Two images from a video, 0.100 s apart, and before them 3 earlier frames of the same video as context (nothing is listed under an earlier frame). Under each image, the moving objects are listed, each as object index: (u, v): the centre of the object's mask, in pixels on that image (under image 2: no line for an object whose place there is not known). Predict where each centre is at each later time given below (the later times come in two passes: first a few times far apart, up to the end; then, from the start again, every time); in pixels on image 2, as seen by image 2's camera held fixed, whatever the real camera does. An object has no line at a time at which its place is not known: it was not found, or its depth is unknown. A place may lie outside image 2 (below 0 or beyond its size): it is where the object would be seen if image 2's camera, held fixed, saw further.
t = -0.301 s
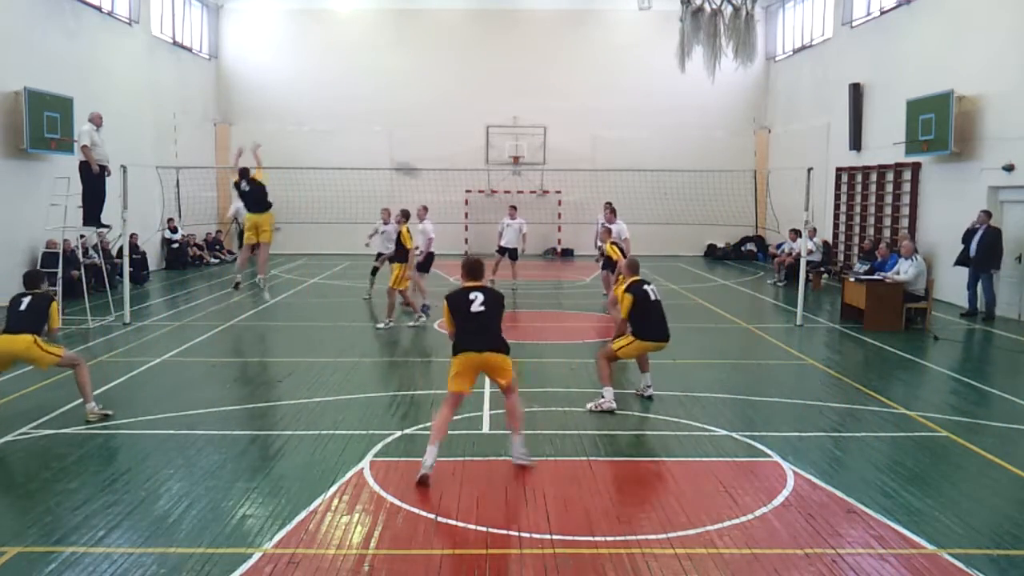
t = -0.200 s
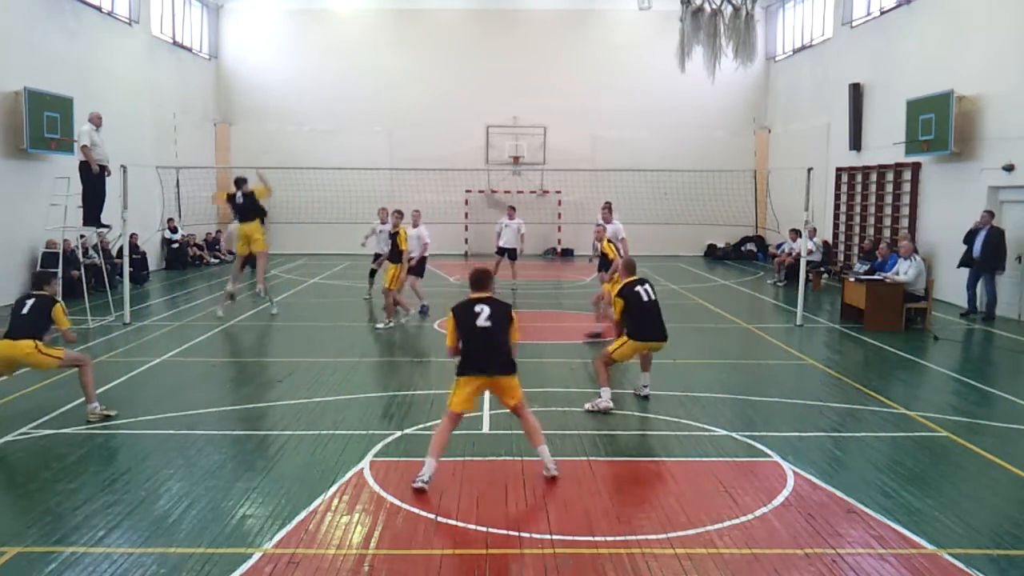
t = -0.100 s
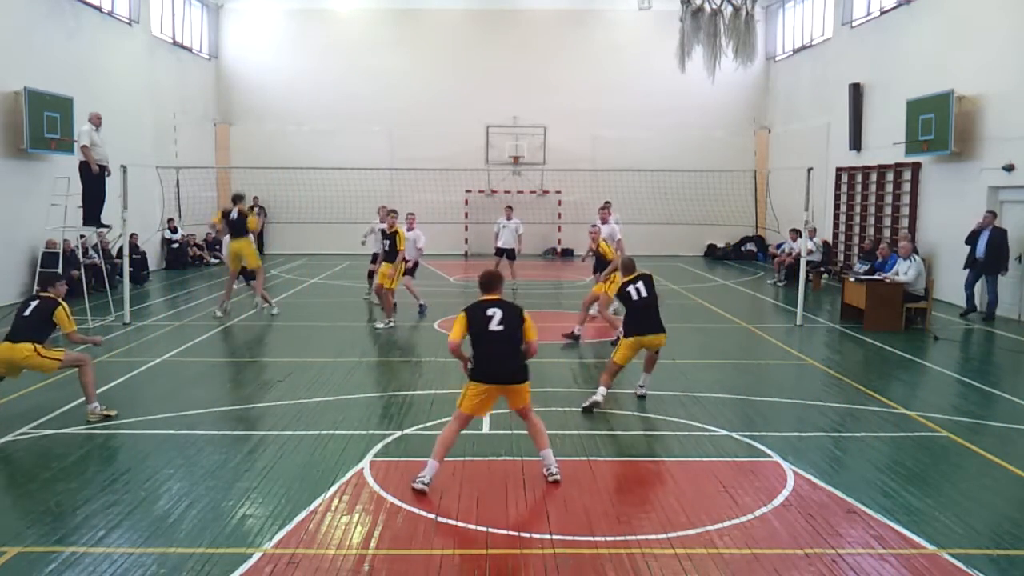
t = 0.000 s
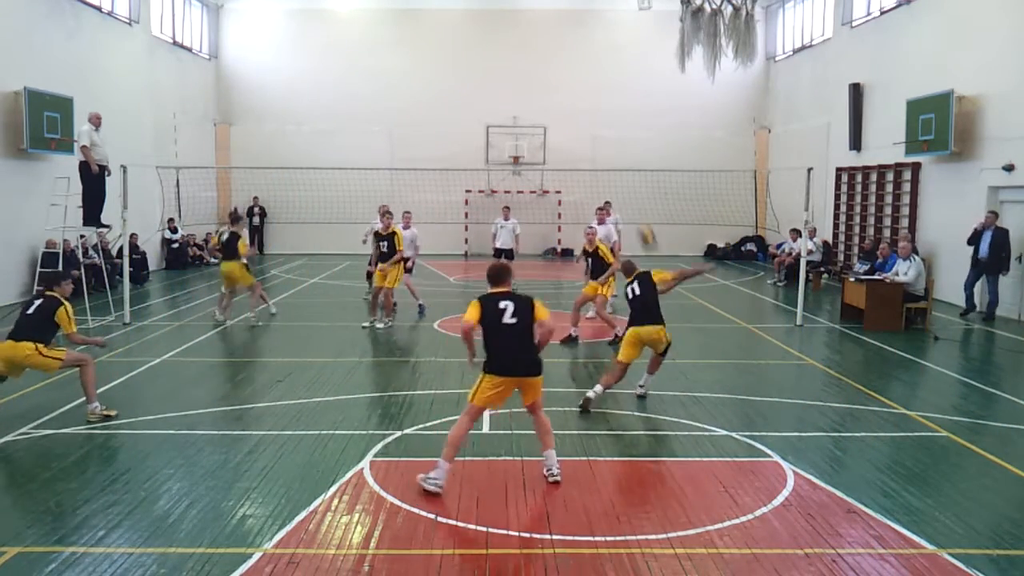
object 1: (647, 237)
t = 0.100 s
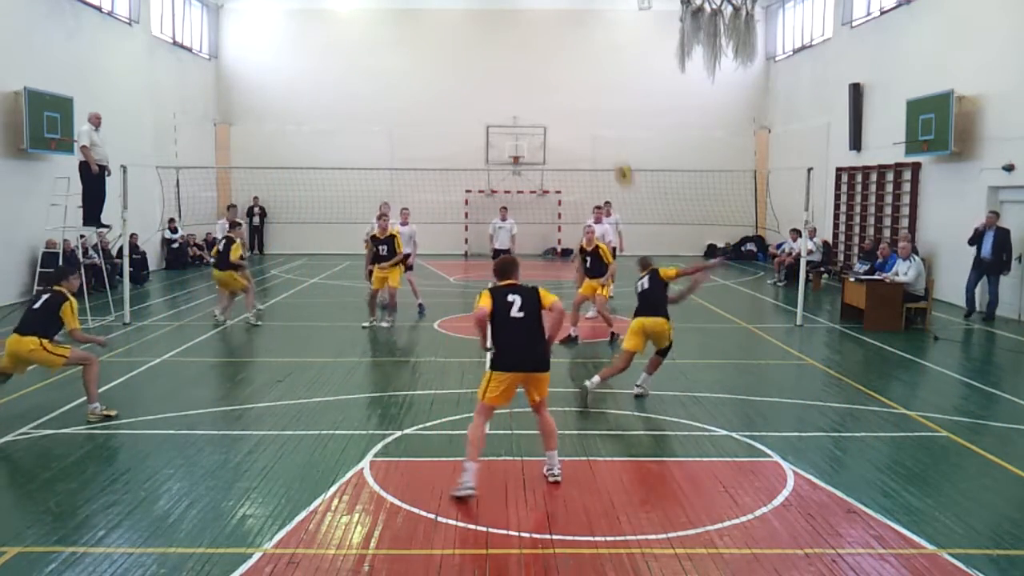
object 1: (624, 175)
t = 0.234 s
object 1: (592, 105)
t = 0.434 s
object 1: (546, 33)
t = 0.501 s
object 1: (530, 17)
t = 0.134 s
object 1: (615, 155)
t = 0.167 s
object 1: (608, 138)
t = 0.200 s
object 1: (600, 121)
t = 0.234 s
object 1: (592, 105)
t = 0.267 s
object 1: (585, 90)
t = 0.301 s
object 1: (576, 77)
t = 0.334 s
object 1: (569, 64)
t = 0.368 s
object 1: (561, 53)
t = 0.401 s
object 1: (553, 42)
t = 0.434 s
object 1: (546, 33)
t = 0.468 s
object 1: (537, 25)
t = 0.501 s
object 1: (530, 17)
